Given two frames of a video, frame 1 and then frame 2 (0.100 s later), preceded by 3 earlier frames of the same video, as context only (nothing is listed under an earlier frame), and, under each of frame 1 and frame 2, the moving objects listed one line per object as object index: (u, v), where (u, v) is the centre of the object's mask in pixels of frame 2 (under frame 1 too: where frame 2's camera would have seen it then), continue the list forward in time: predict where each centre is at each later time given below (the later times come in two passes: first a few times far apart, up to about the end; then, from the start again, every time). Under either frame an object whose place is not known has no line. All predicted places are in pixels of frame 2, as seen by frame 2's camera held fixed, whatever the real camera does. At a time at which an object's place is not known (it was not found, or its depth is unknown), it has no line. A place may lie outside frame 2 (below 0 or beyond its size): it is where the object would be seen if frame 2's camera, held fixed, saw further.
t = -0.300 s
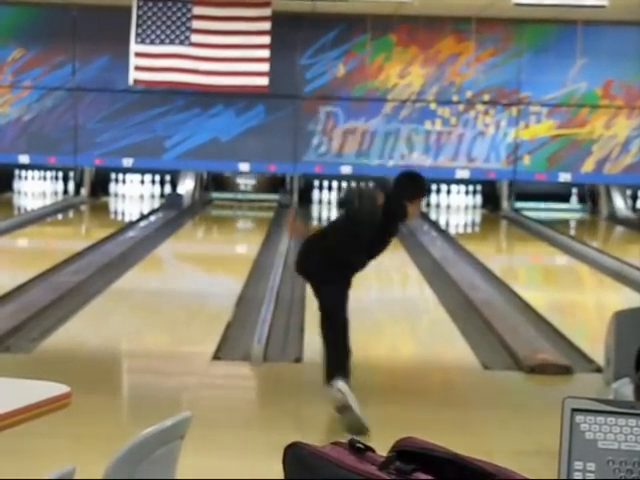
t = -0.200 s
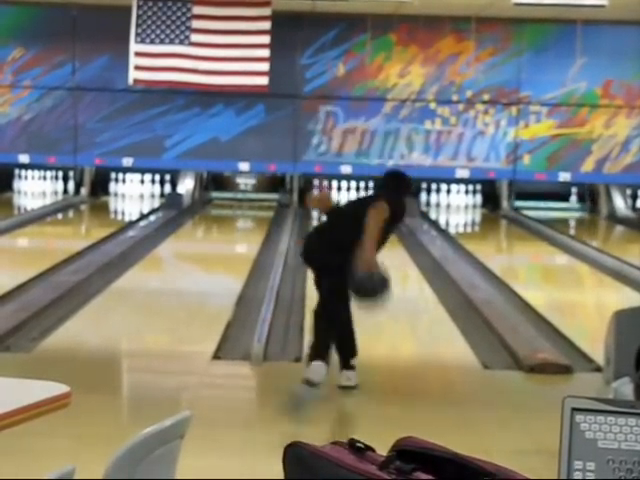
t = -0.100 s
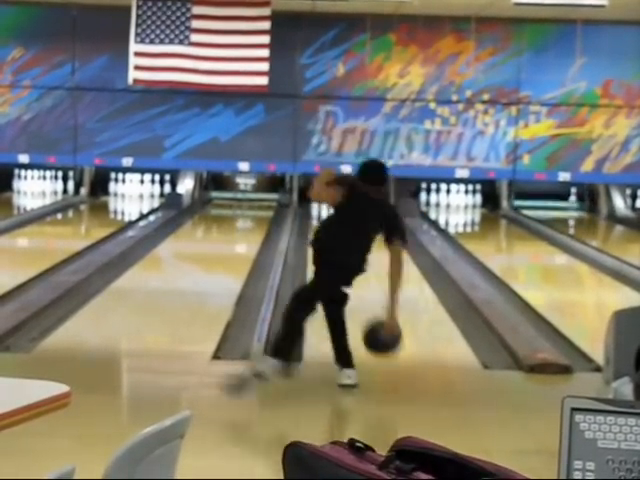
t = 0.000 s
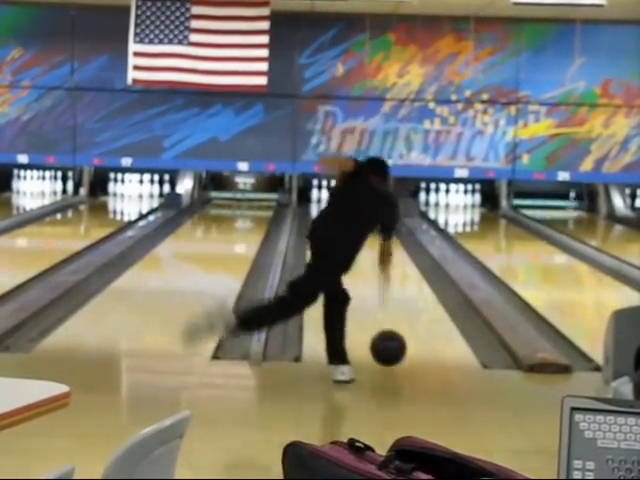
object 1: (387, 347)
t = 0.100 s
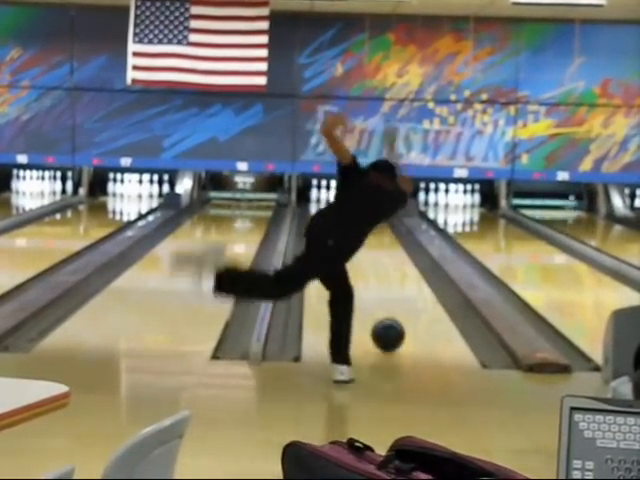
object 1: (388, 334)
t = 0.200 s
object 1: (388, 322)
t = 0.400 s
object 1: (388, 298)
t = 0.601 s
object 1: (387, 279)
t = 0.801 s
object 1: (386, 264)
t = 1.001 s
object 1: (385, 252)
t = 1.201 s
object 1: (384, 241)
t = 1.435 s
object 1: (380, 232)
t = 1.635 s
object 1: (378, 226)
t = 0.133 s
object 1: (388, 331)
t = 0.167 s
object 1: (388, 326)
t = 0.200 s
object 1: (388, 322)
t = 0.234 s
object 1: (388, 317)
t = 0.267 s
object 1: (388, 313)
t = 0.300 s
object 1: (388, 309)
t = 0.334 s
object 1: (388, 305)
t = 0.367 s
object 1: (388, 301)
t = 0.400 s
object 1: (388, 298)
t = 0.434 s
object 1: (388, 294)
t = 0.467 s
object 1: (387, 291)
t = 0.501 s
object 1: (388, 289)
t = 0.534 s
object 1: (387, 285)
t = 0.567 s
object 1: (388, 282)
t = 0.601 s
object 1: (387, 279)
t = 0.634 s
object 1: (387, 276)
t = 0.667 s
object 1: (387, 274)
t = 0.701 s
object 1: (387, 272)
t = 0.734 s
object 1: (386, 269)
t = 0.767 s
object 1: (386, 266)
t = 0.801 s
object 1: (386, 264)
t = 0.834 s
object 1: (386, 262)
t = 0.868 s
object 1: (386, 259)
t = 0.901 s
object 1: (386, 258)
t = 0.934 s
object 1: (385, 256)
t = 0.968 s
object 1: (385, 254)
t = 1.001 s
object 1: (385, 252)
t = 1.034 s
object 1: (385, 250)
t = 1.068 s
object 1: (385, 249)
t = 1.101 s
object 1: (385, 248)
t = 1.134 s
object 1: (384, 246)
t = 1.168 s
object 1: (383, 243)
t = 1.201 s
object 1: (384, 241)
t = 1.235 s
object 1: (383, 240)
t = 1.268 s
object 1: (383, 239)
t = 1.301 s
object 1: (383, 238)
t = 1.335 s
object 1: (382, 237)
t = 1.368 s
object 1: (382, 235)
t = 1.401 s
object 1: (381, 233)
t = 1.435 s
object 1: (380, 232)
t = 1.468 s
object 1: (380, 231)
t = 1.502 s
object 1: (379, 230)
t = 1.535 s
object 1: (379, 229)
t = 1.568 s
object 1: (379, 228)
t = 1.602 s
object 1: (378, 228)
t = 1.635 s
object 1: (378, 226)
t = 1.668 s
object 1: (378, 225)
